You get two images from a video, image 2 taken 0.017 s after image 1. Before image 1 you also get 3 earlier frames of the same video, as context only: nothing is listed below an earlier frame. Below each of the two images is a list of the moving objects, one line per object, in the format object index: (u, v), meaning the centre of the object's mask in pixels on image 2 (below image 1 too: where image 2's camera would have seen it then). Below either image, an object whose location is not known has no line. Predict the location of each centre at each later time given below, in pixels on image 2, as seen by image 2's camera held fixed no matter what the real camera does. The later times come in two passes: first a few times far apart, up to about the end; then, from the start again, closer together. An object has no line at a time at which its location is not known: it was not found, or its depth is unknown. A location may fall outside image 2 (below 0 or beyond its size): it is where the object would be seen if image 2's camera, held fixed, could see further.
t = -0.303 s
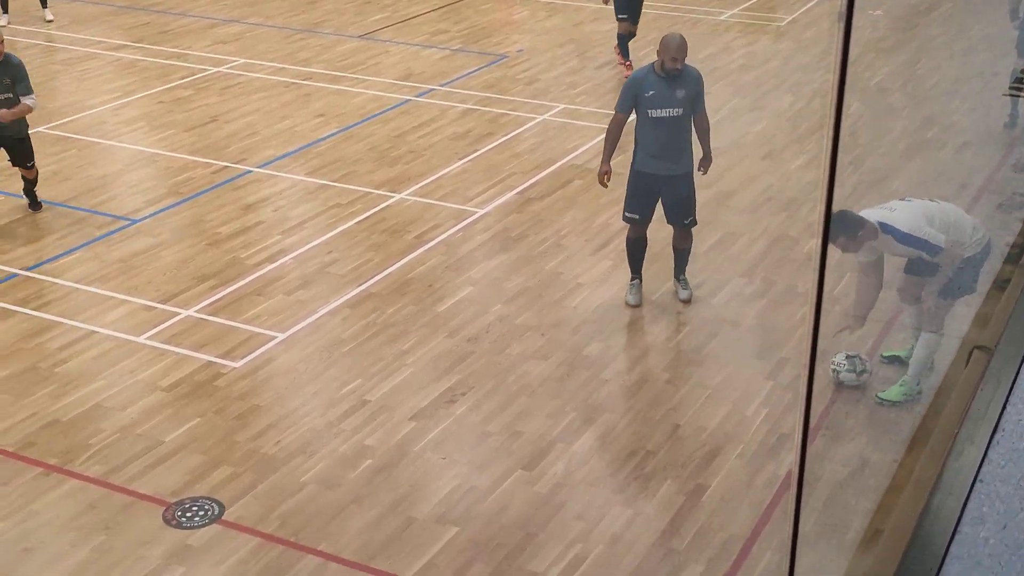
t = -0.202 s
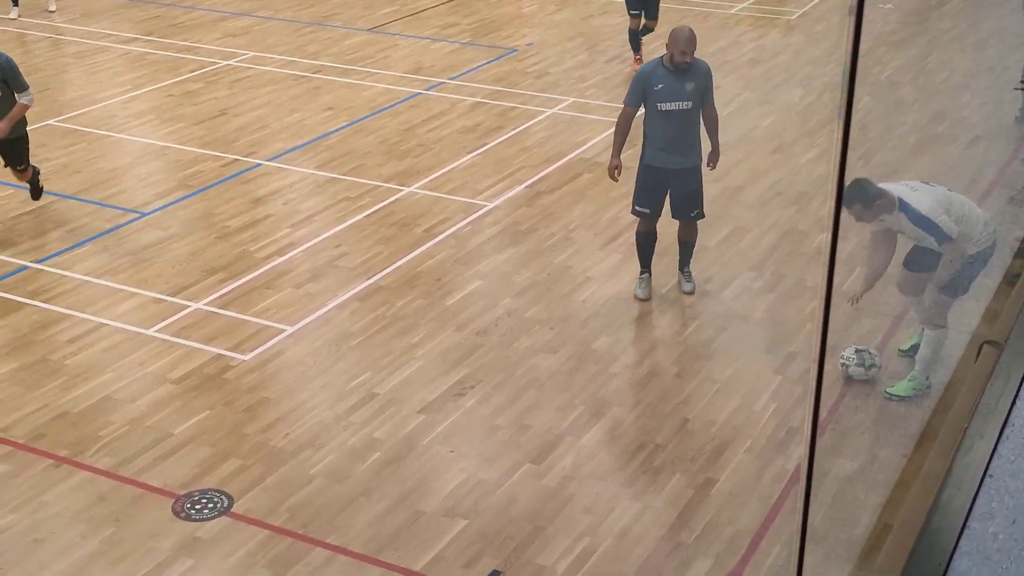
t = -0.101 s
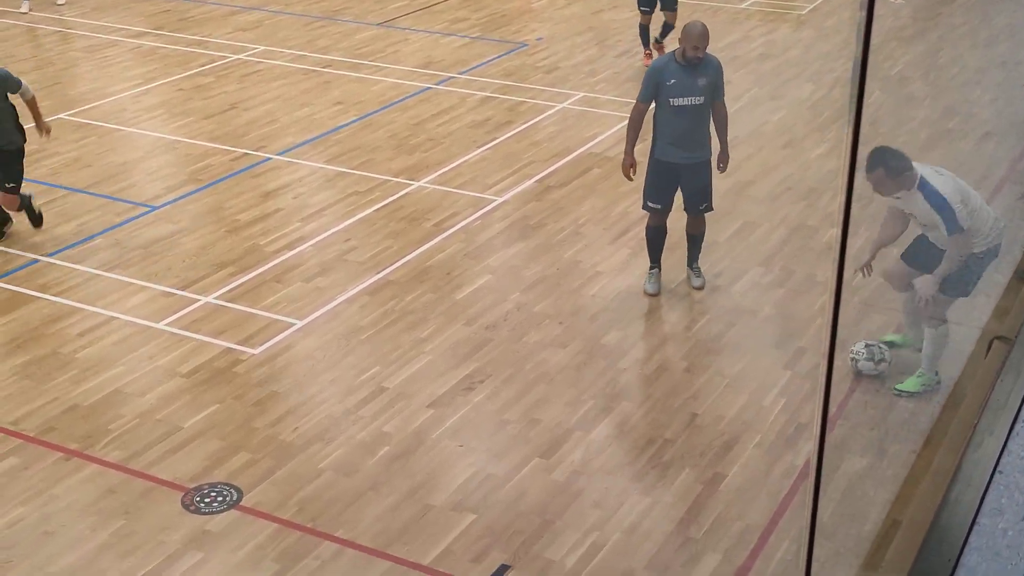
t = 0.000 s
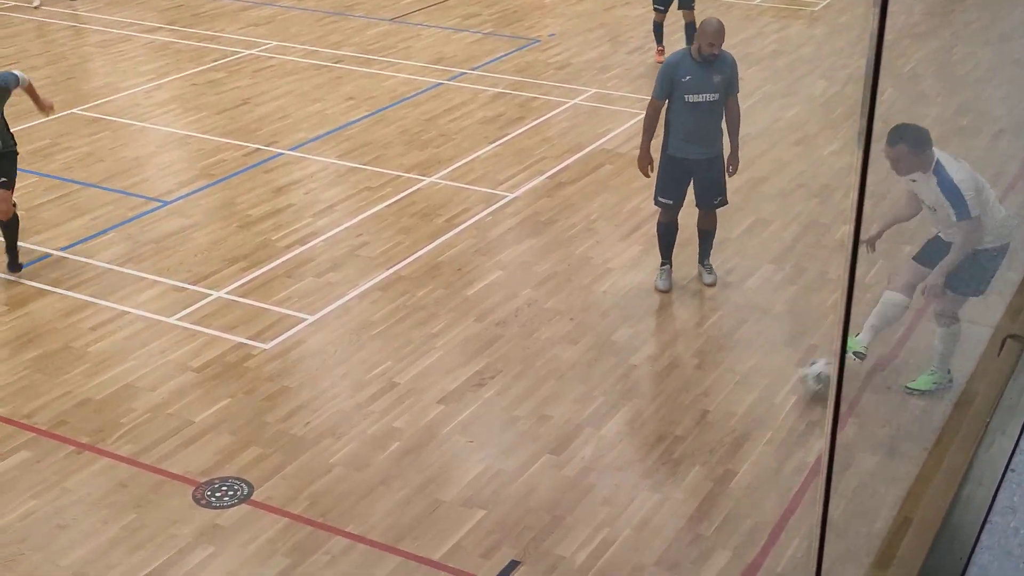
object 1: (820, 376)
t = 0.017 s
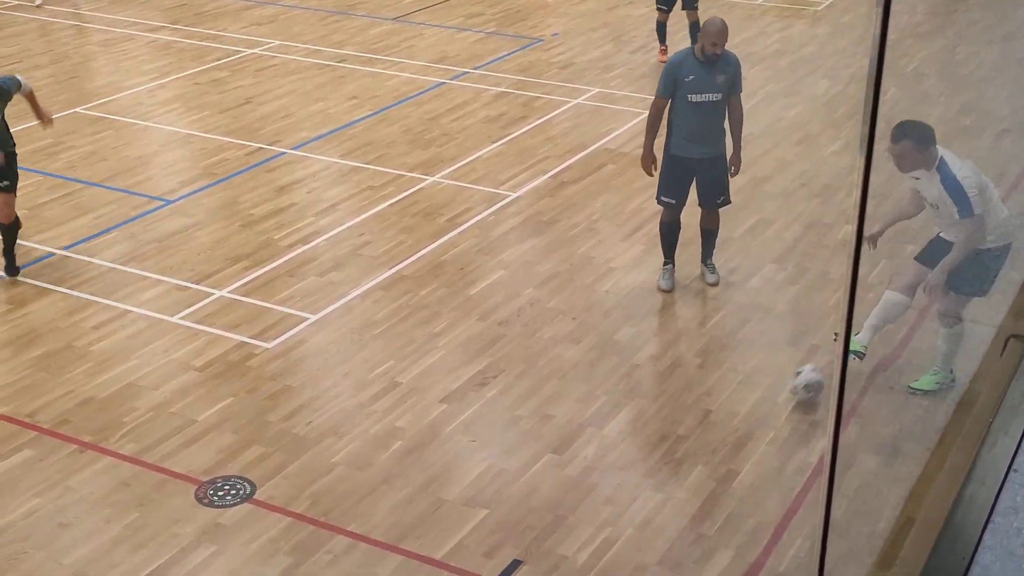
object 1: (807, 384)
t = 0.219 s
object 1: (616, 453)
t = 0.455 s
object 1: (389, 537)
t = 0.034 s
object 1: (793, 389)
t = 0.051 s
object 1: (776, 397)
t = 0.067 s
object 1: (760, 404)
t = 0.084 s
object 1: (743, 408)
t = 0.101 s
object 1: (727, 413)
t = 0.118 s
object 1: (712, 420)
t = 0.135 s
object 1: (696, 426)
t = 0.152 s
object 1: (680, 431)
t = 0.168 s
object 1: (663, 437)
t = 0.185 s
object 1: (648, 443)
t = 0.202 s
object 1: (633, 448)
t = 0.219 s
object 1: (616, 453)
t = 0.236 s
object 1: (601, 458)
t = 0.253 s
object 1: (586, 464)
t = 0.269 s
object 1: (569, 470)
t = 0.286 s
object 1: (552, 476)
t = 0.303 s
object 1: (536, 483)
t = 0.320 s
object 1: (521, 489)
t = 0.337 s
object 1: (504, 494)
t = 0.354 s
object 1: (488, 501)
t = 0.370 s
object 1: (471, 507)
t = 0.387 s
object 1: (456, 511)
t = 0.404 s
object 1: (440, 518)
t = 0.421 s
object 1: (424, 524)
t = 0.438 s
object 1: (406, 531)
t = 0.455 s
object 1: (389, 537)
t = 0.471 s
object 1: (372, 543)
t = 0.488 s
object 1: (356, 549)
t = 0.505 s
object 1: (340, 555)
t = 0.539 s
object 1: (306, 568)
